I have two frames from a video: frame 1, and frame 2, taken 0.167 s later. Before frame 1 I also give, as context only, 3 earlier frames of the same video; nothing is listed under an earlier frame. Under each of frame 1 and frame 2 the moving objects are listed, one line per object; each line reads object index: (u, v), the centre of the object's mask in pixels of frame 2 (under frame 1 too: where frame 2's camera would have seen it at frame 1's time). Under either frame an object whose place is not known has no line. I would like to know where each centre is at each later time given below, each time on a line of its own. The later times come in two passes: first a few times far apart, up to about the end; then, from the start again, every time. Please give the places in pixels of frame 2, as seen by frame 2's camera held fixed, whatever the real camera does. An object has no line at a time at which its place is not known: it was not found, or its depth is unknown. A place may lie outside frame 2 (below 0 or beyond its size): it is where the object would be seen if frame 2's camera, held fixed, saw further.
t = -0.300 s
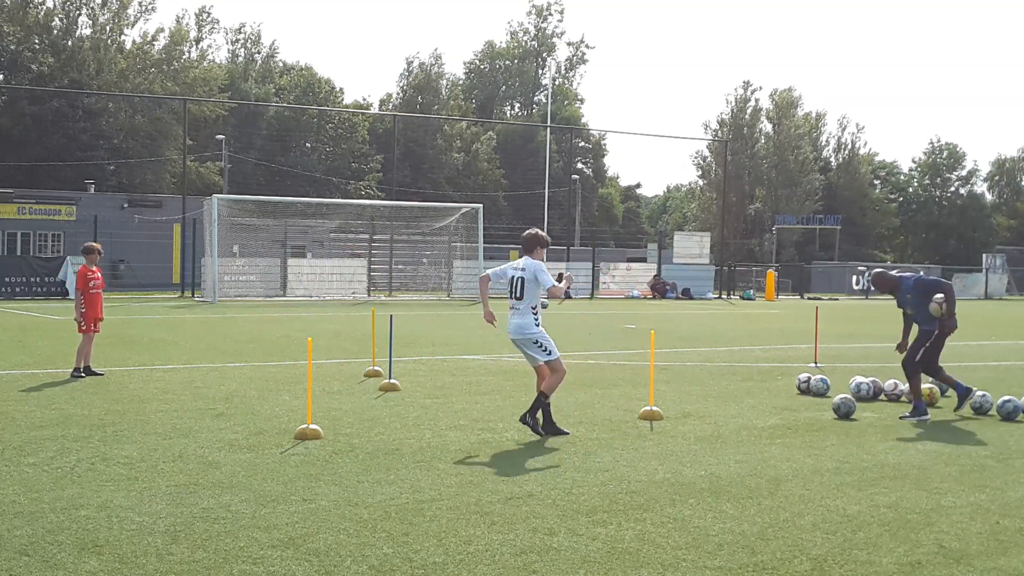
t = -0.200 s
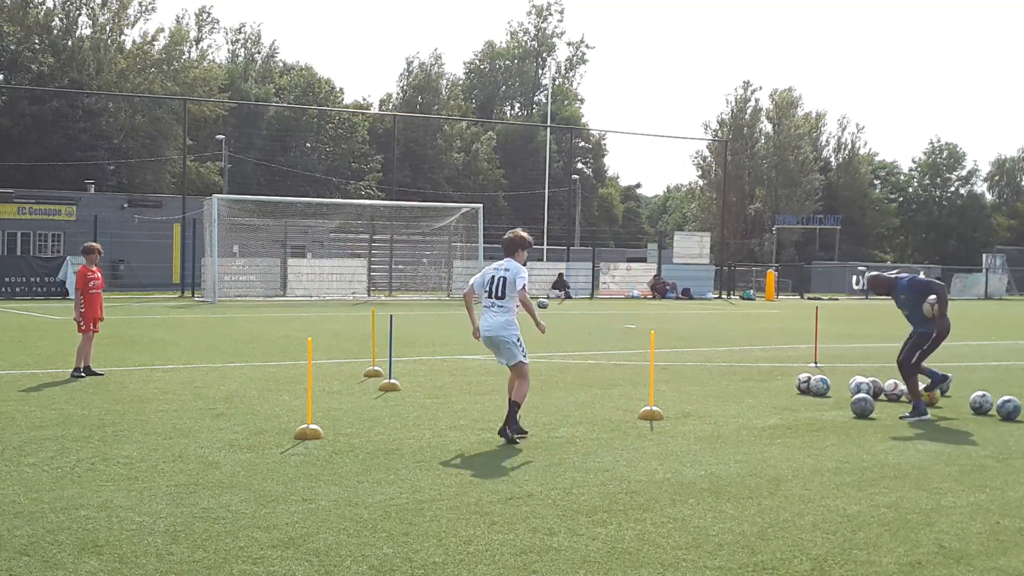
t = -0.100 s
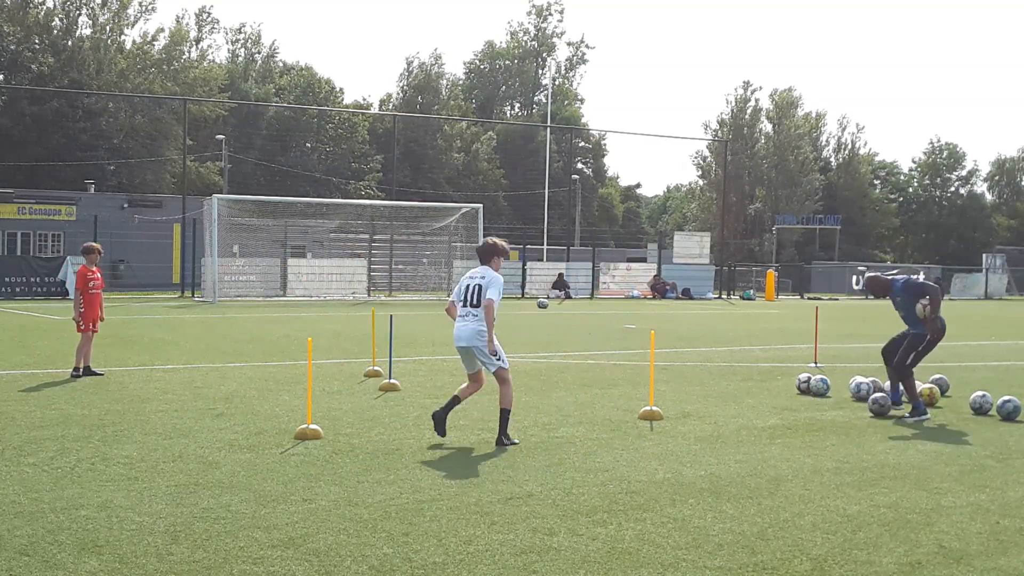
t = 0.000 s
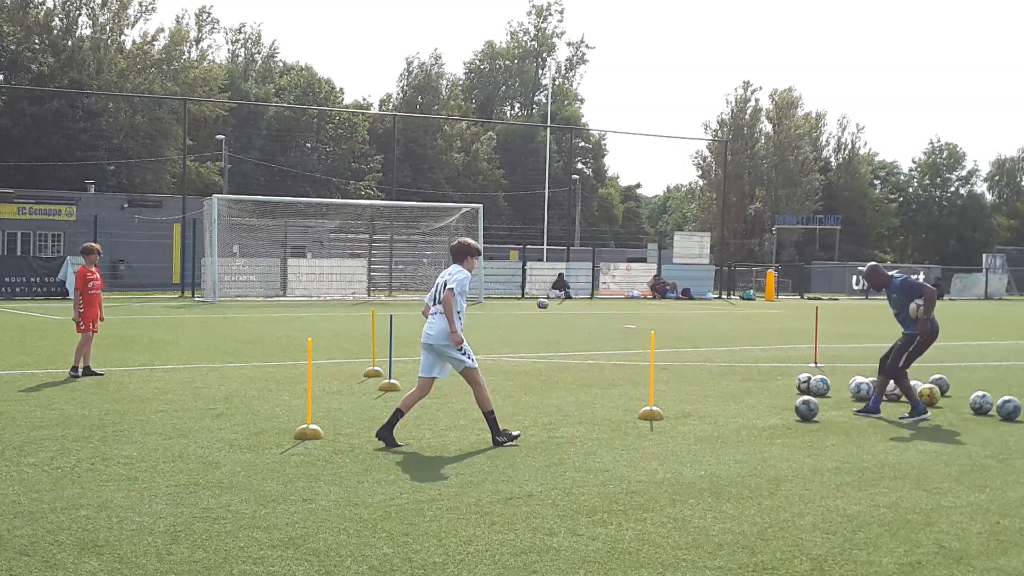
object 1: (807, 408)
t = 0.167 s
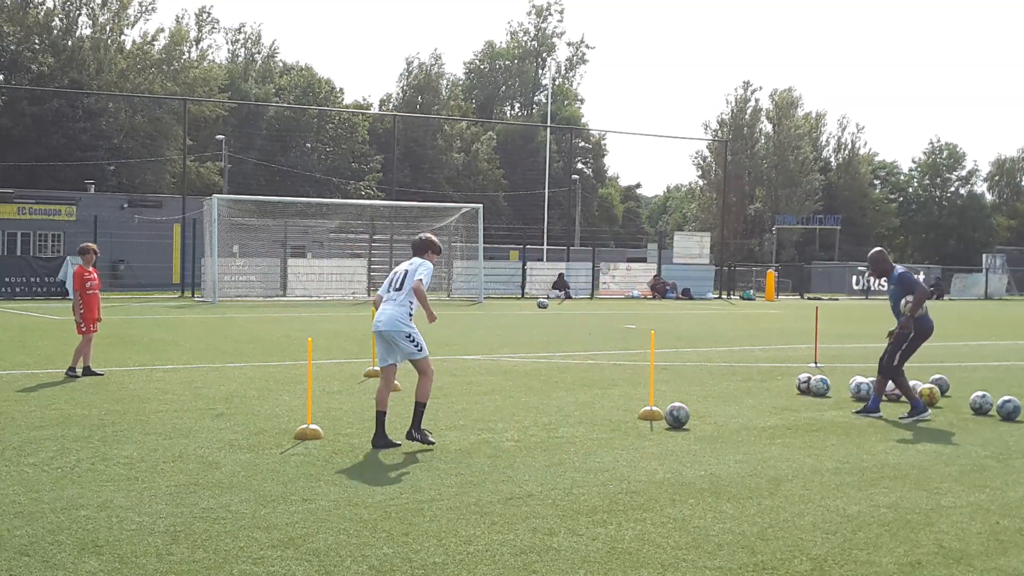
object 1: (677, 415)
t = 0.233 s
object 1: (627, 418)
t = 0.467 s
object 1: (460, 427)
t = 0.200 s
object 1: (652, 416)
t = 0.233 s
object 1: (627, 418)
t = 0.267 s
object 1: (602, 419)
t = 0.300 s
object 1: (578, 420)
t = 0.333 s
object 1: (554, 421)
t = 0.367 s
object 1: (530, 423)
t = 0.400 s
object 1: (506, 424)
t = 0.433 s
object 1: (483, 425)
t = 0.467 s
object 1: (460, 427)
